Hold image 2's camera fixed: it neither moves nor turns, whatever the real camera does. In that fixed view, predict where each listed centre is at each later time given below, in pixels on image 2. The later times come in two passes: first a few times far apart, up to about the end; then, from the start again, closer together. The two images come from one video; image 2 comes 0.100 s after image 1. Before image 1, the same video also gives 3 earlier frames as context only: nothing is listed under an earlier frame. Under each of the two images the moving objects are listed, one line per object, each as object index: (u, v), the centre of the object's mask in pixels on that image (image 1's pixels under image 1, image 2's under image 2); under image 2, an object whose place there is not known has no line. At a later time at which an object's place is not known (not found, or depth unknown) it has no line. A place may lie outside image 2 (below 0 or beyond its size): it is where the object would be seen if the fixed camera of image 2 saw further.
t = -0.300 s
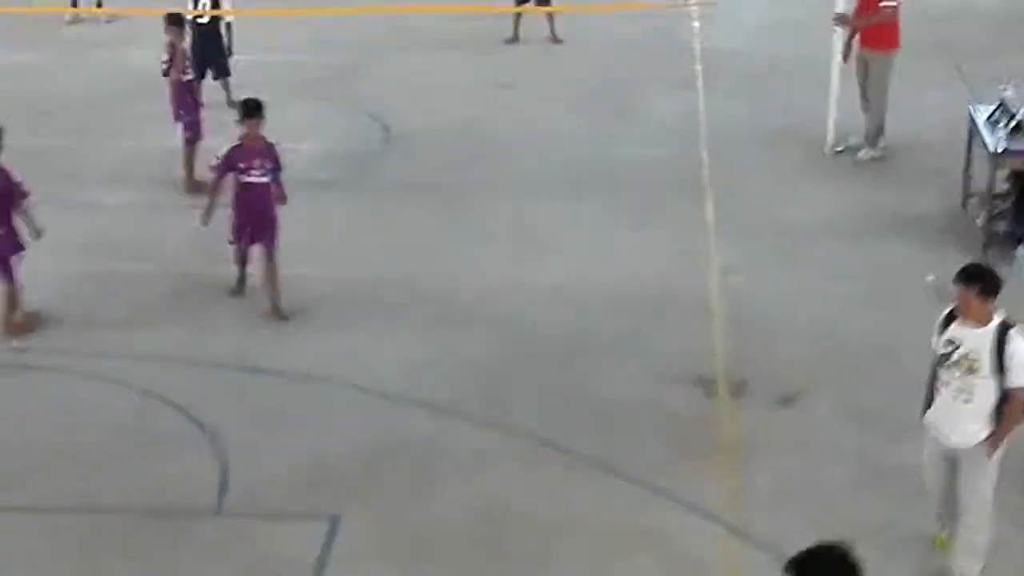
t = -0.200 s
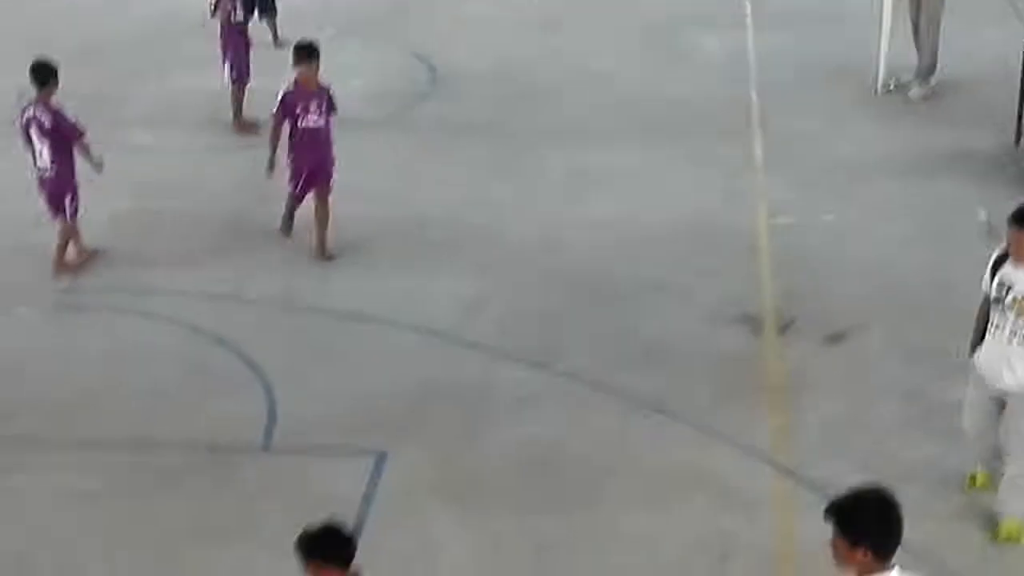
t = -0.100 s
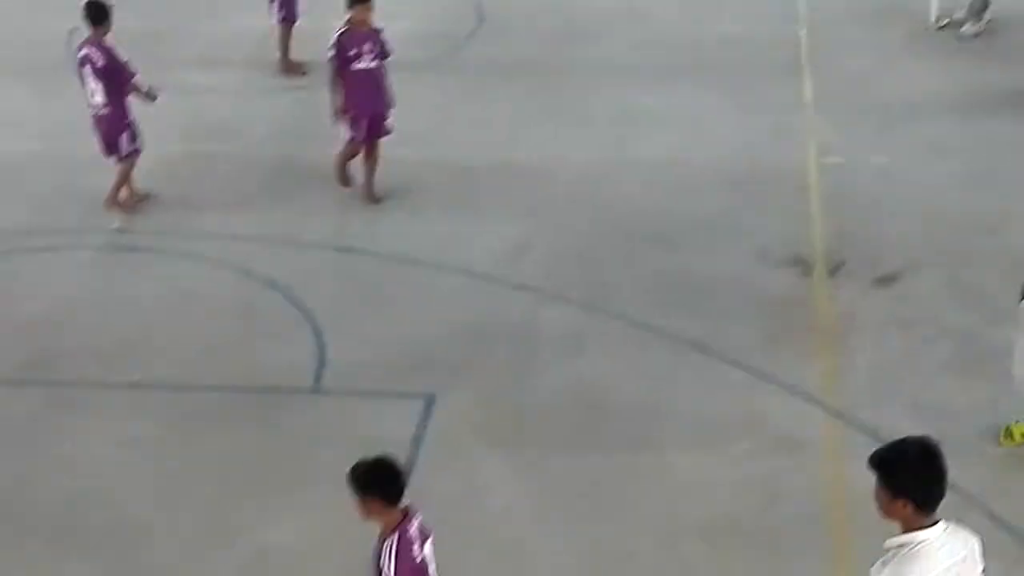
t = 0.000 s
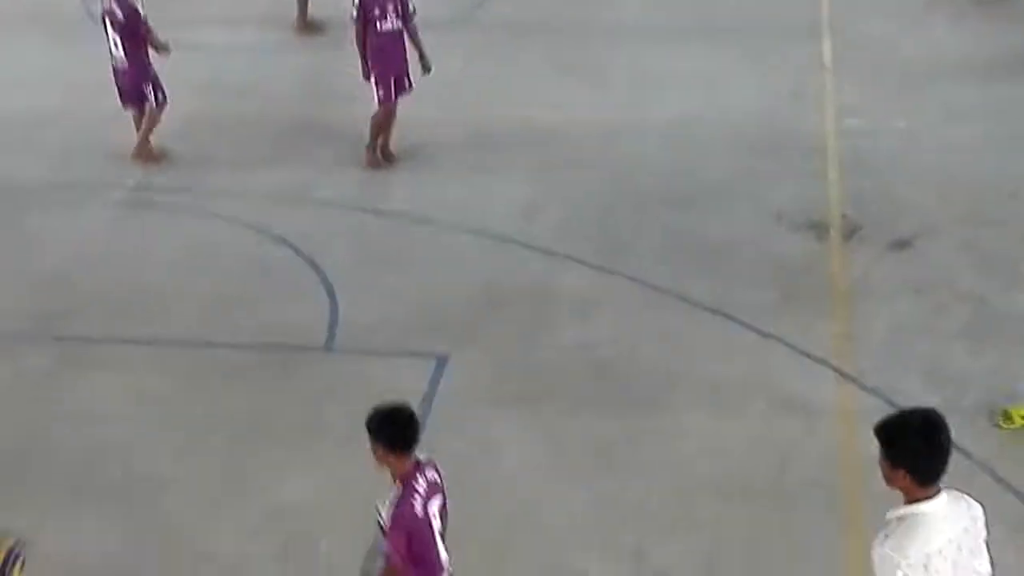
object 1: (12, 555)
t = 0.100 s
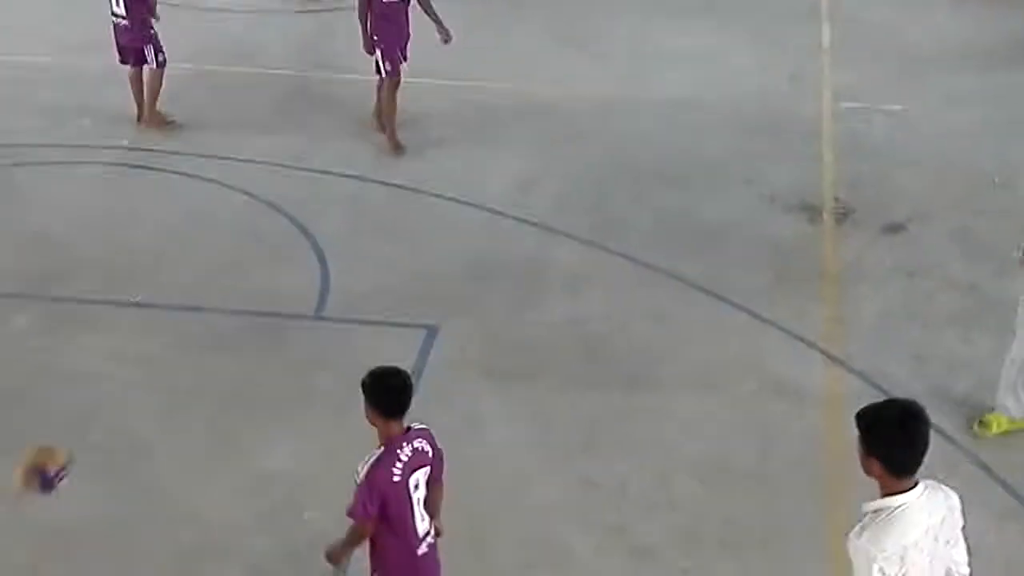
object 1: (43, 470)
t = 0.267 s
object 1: (139, 432)
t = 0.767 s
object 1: (357, 288)
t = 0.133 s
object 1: (62, 455)
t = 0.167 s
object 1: (83, 446)
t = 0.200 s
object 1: (102, 438)
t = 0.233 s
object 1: (121, 434)
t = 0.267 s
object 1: (139, 432)
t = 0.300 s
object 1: (157, 430)
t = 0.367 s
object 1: (192, 432)
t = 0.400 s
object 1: (207, 408)
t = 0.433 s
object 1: (222, 386)
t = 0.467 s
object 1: (238, 368)
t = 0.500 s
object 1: (252, 349)
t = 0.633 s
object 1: (307, 302)
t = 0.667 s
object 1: (320, 296)
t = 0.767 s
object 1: (357, 288)
